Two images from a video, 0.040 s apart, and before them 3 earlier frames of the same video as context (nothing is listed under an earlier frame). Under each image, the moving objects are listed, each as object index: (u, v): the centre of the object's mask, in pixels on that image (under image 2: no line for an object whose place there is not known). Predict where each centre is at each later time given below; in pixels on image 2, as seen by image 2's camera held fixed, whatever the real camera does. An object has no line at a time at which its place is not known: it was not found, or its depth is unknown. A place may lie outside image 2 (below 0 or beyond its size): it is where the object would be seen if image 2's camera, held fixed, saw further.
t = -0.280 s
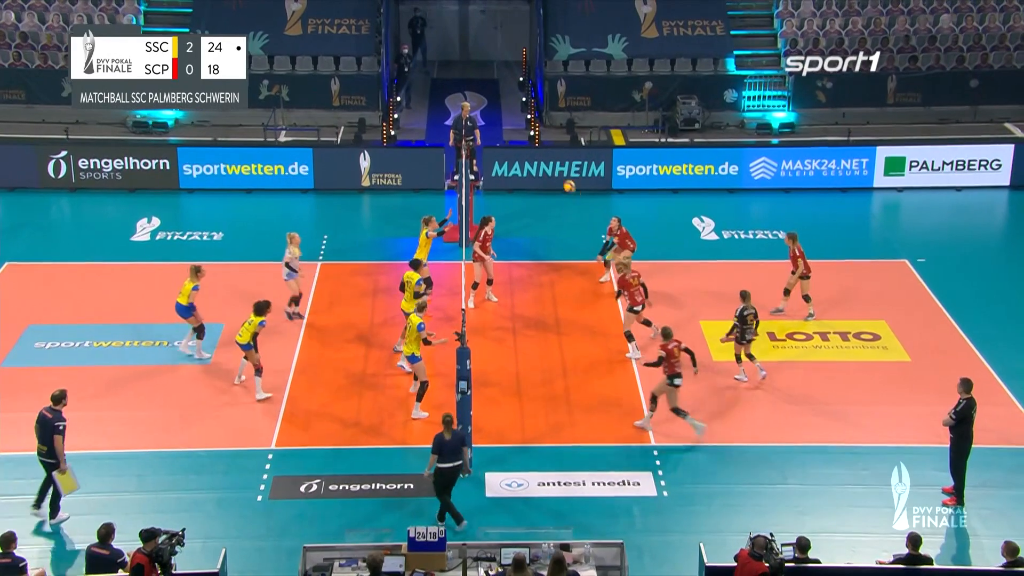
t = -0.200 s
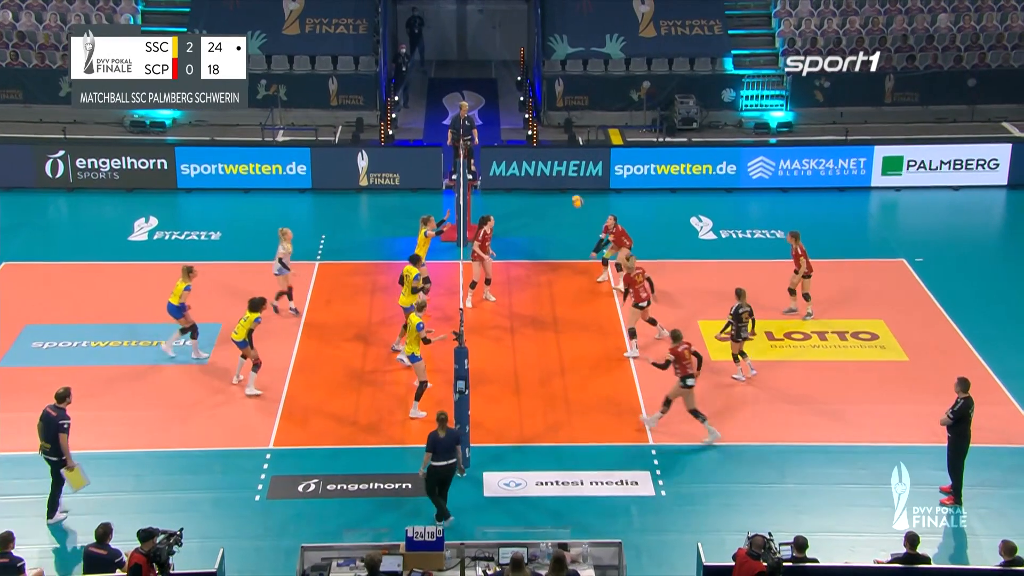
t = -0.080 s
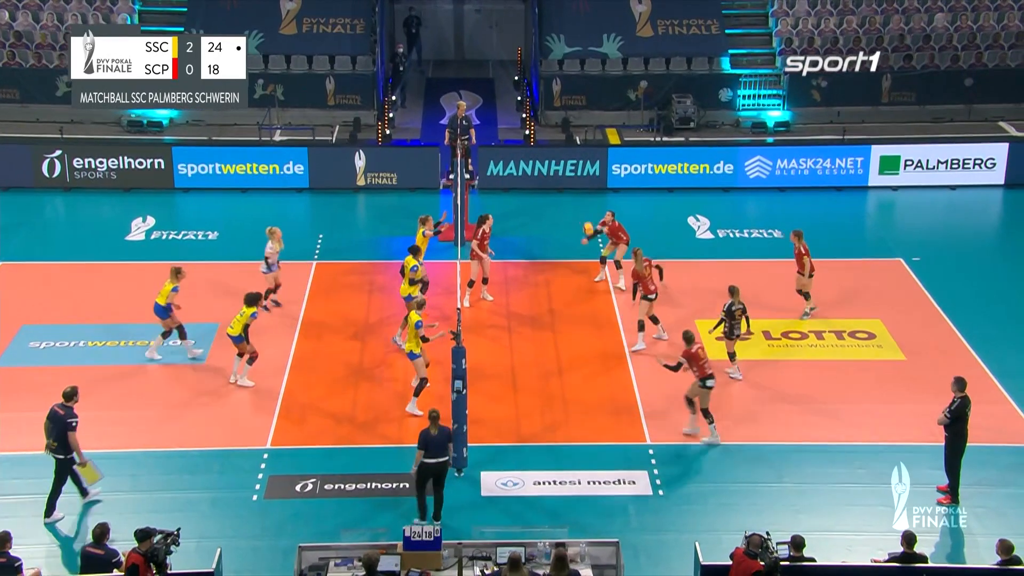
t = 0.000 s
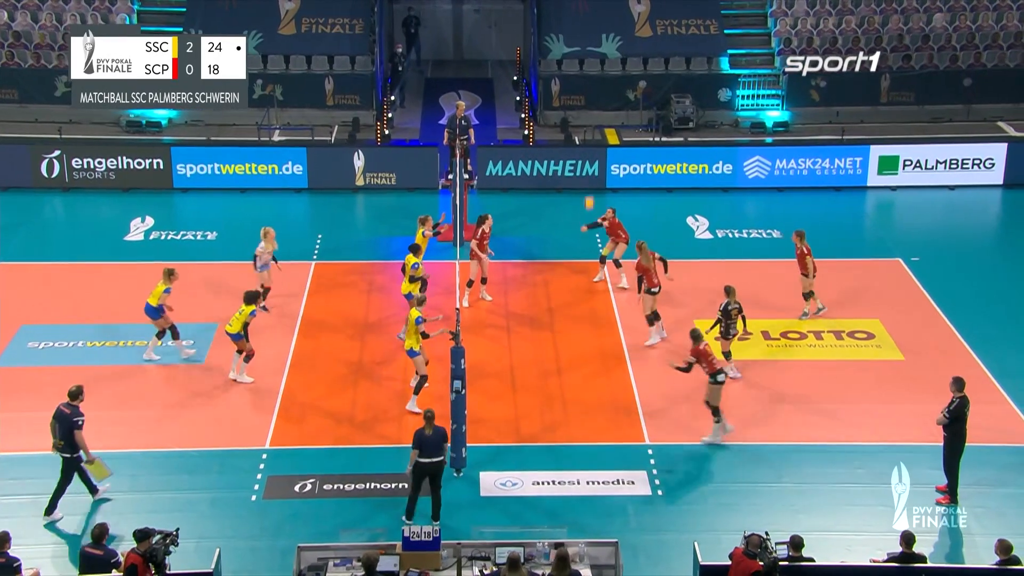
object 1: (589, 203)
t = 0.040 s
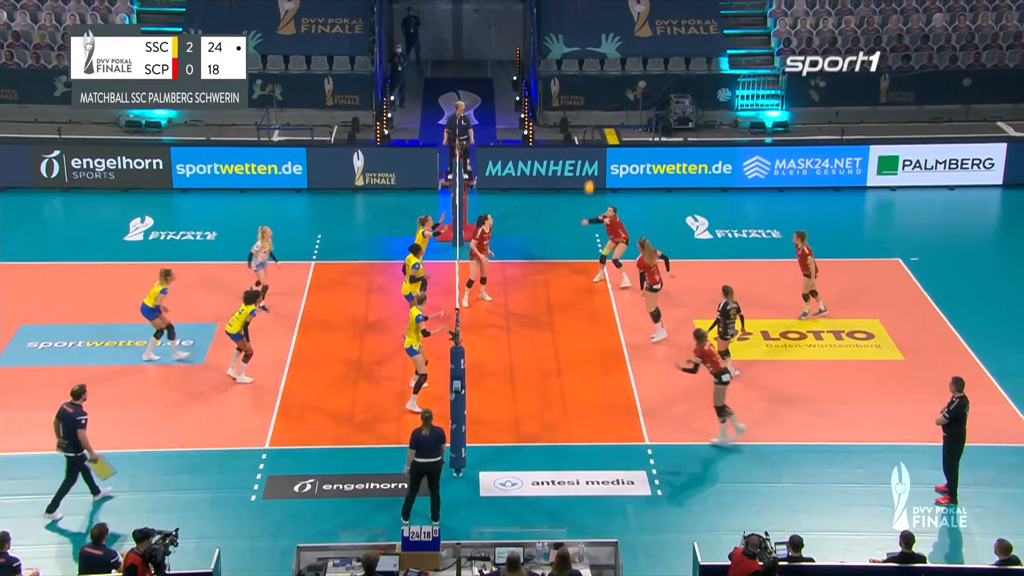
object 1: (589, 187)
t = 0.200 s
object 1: (590, 132)
